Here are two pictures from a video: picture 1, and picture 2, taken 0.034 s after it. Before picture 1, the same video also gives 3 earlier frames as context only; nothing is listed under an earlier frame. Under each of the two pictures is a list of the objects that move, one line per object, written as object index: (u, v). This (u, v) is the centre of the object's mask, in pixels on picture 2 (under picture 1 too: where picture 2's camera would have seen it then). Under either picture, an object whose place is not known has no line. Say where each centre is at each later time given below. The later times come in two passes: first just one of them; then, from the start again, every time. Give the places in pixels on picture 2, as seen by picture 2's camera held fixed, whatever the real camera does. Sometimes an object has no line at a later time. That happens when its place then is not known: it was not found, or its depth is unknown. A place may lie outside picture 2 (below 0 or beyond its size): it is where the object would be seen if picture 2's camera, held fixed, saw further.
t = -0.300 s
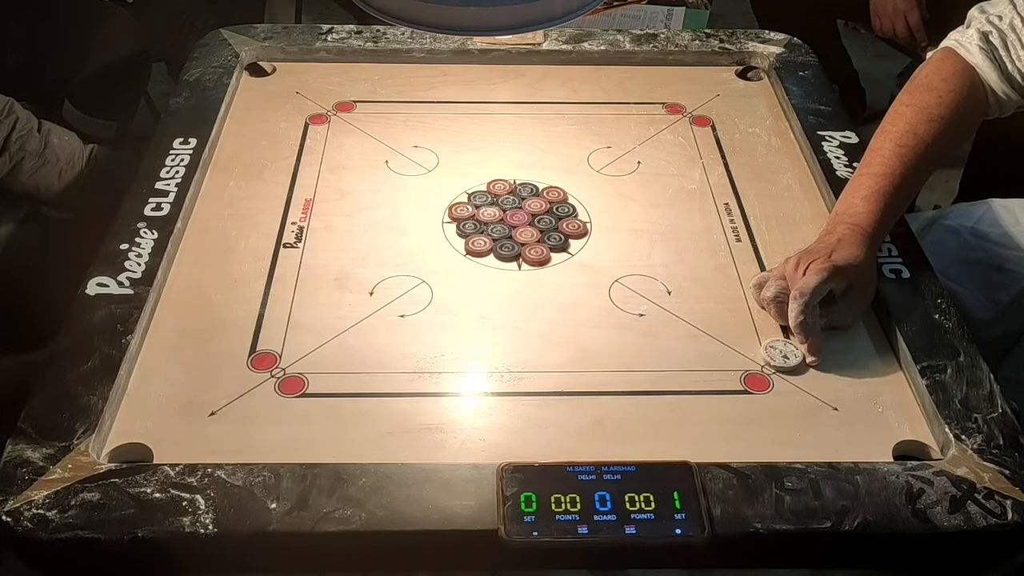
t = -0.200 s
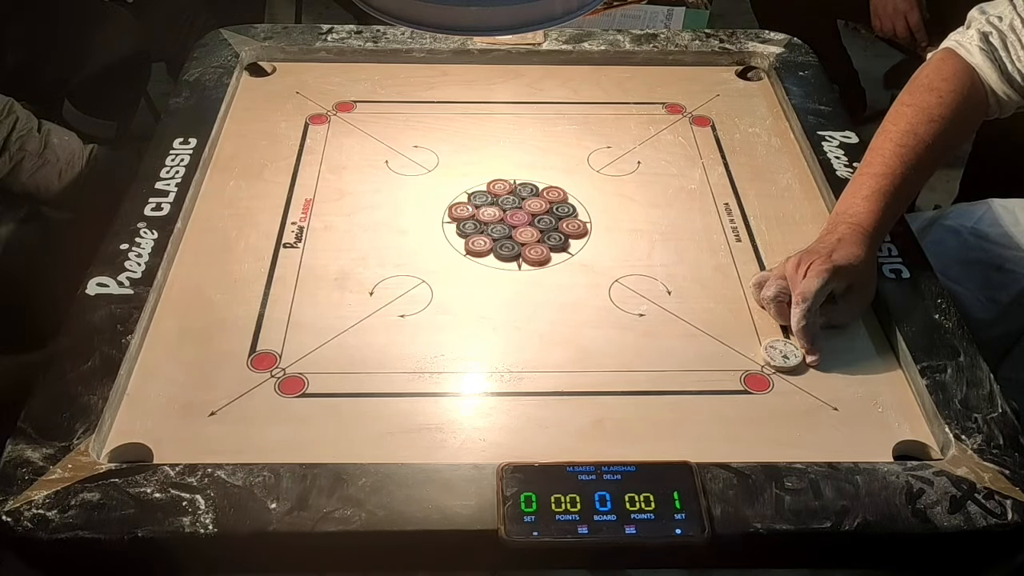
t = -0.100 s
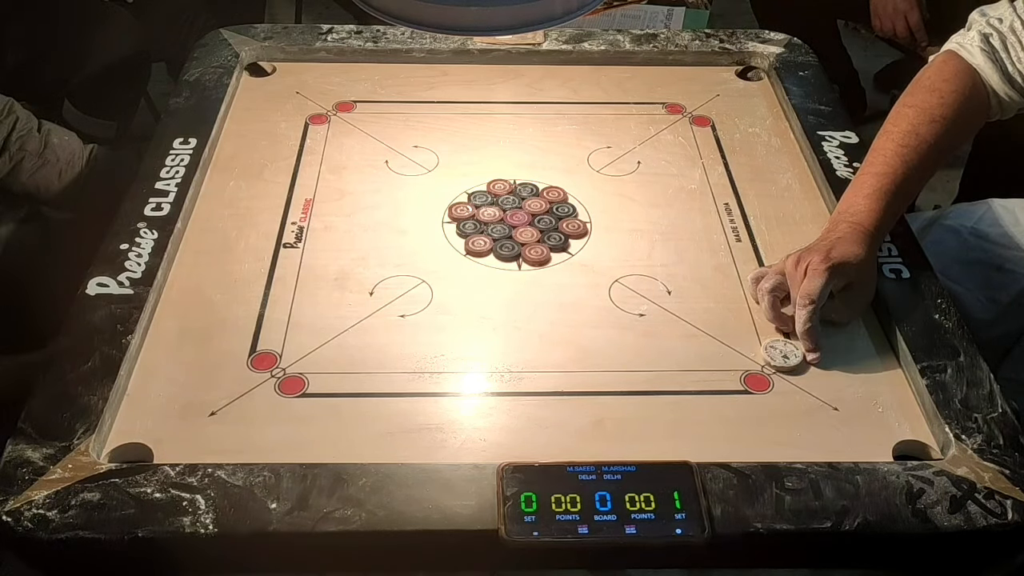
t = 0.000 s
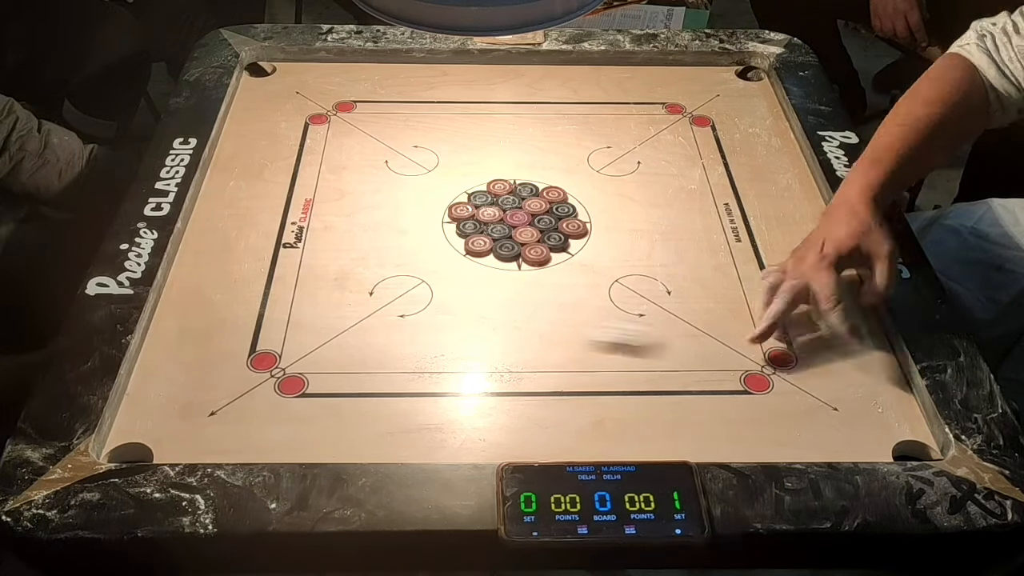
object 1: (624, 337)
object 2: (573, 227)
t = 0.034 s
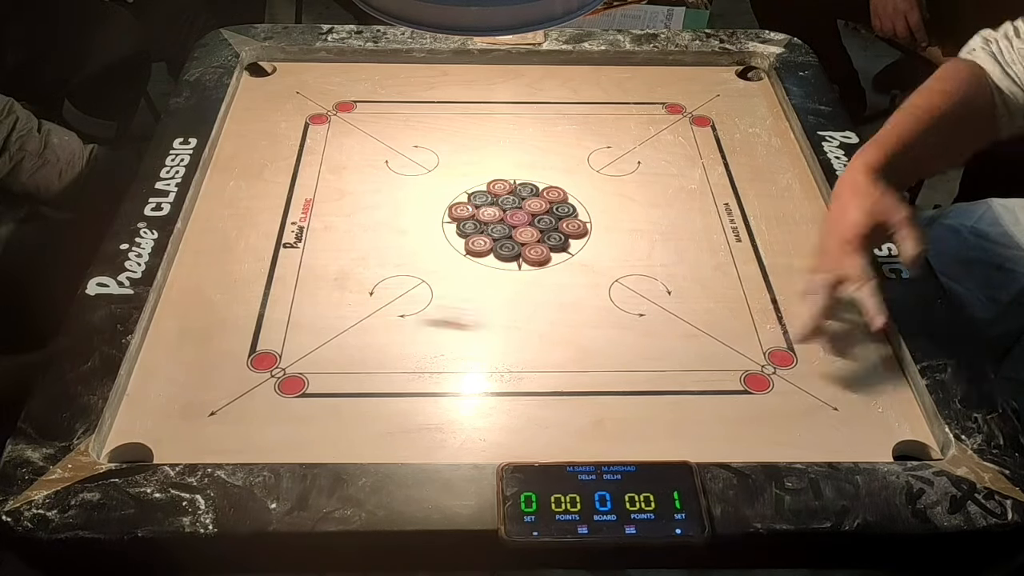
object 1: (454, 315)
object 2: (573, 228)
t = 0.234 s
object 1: (445, 234)
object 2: (643, 221)
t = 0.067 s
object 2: (573, 228)
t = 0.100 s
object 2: (573, 228)
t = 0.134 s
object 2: (573, 228)
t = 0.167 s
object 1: (447, 243)
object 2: (574, 227)
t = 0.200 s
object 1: (446, 237)
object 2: (611, 224)
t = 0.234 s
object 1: (445, 234)
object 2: (643, 221)
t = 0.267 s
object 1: (444, 230)
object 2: (673, 218)
